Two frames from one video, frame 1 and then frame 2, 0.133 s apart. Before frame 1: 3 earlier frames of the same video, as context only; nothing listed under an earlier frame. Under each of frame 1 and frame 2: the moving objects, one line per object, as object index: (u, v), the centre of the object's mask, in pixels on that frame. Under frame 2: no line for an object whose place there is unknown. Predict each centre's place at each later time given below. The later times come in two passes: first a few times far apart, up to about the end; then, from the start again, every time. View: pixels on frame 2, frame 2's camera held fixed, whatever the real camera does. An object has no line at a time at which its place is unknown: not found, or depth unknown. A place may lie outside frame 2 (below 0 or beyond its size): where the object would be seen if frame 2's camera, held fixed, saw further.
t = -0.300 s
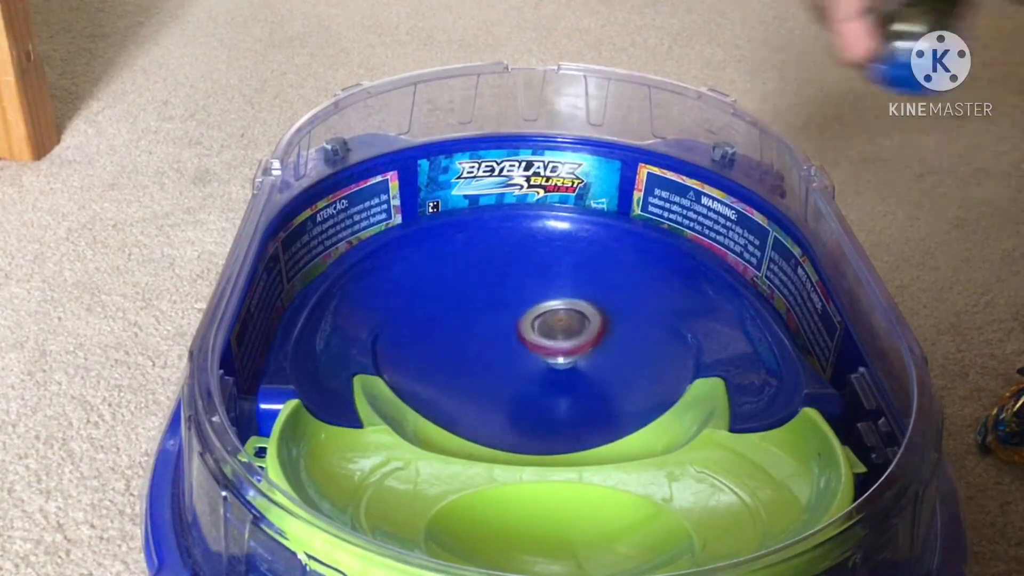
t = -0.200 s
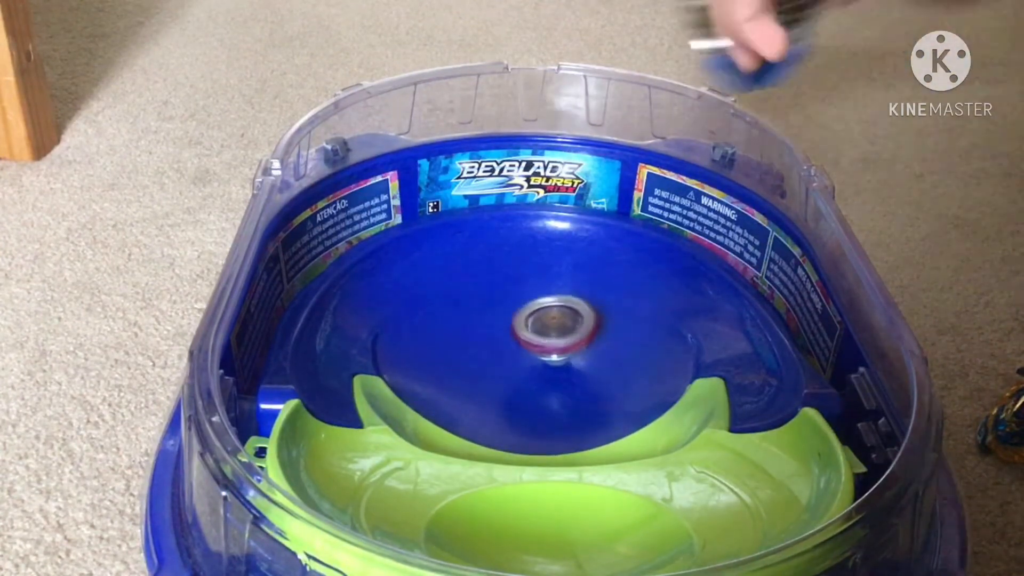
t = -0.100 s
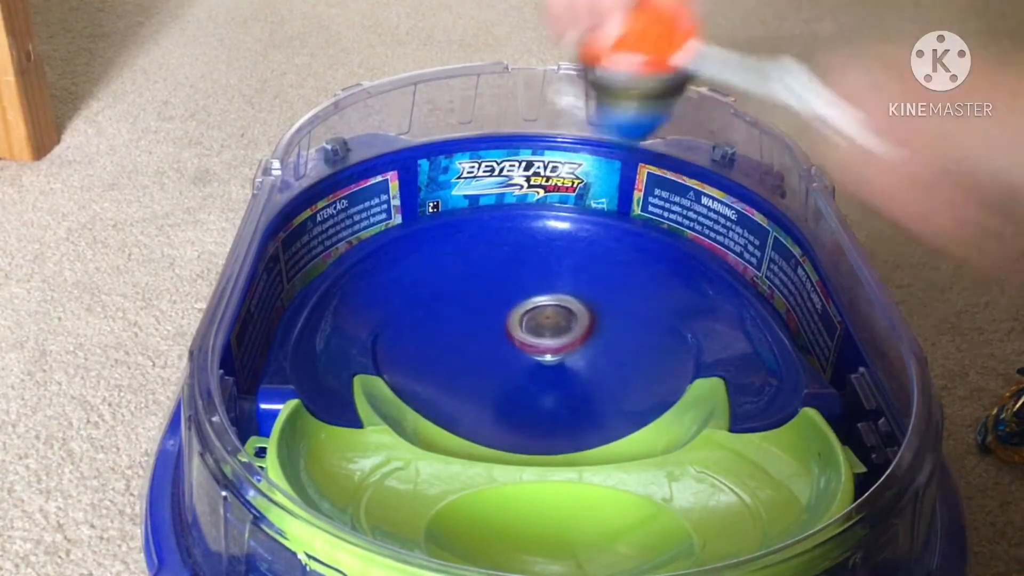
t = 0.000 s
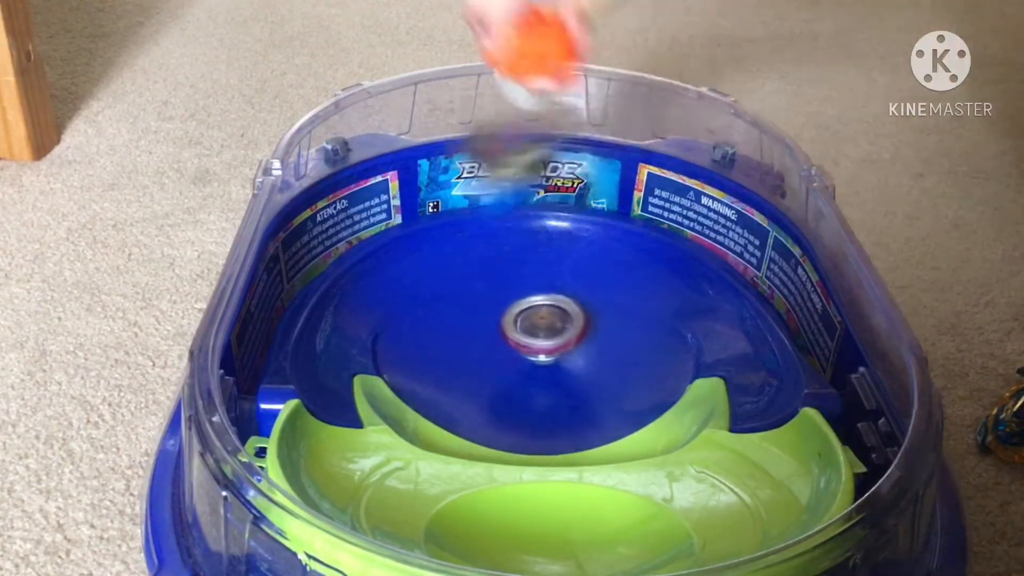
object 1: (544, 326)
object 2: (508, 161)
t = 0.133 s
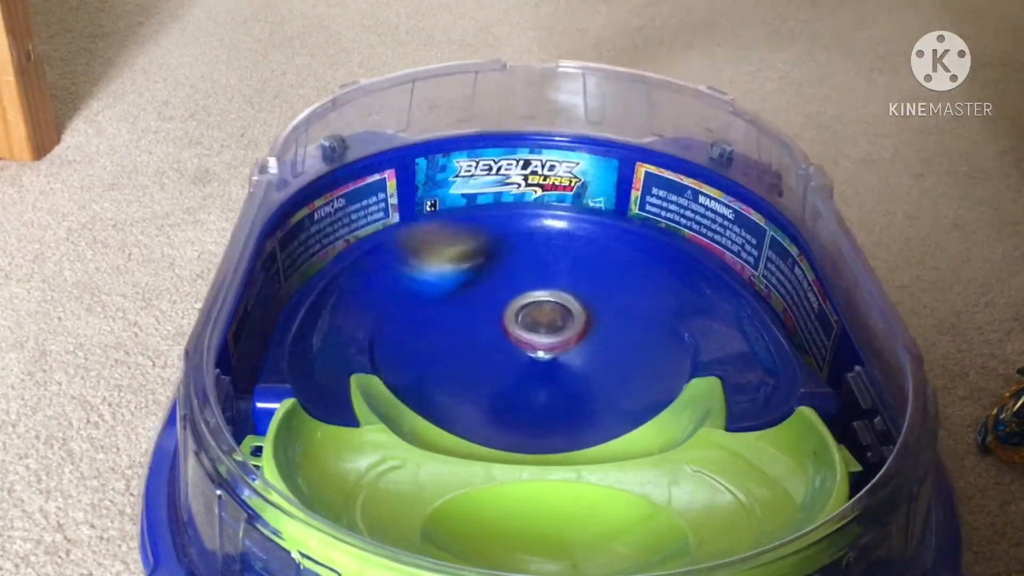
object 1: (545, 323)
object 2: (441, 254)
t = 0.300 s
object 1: (543, 318)
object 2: (608, 253)
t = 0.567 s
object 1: (515, 320)
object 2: (617, 316)
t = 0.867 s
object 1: (429, 267)
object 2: (590, 323)
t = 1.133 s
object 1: (453, 288)
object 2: (553, 291)
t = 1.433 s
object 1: (483, 328)
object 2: (613, 287)
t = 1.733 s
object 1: (480, 364)
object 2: (593, 317)
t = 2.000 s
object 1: (526, 386)
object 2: (598, 285)
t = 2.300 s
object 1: (558, 397)
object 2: (538, 324)
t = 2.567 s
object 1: (569, 380)
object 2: (515, 324)
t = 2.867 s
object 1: (570, 342)
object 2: (438, 318)
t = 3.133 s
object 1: (544, 313)
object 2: (480, 343)
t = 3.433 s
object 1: (614, 277)
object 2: (525, 381)
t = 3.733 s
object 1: (562, 287)
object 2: (534, 368)
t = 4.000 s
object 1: (511, 314)
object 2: (529, 403)
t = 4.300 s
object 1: (494, 335)
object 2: (540, 383)
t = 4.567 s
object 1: (503, 325)
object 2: (593, 339)
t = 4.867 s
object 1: (534, 328)
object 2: (620, 274)
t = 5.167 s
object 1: (548, 343)
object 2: (514, 284)
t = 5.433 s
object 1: (543, 351)
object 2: (460, 322)
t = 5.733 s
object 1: (537, 348)
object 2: (439, 343)
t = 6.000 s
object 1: (539, 331)
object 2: (449, 354)
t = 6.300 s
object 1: (537, 308)
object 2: (490, 350)
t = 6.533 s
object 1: (530, 302)
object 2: (521, 371)
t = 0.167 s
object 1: (546, 321)
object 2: (480, 245)
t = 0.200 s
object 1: (546, 319)
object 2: (516, 248)
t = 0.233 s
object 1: (546, 318)
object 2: (553, 259)
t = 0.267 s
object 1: (546, 318)
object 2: (583, 257)
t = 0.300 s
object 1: (543, 318)
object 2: (608, 253)
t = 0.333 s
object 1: (540, 318)
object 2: (628, 253)
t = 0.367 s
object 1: (537, 319)
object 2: (641, 256)
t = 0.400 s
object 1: (534, 320)
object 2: (651, 263)
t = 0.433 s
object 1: (533, 320)
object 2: (653, 270)
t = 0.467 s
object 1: (531, 321)
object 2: (651, 282)
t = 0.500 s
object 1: (530, 322)
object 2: (639, 295)
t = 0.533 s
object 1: (530, 323)
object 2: (623, 306)
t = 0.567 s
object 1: (515, 320)
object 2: (617, 316)
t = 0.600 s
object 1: (470, 310)
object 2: (649, 328)
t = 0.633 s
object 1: (435, 297)
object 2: (676, 335)
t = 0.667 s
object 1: (408, 285)
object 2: (686, 334)
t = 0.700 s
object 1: (393, 274)
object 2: (686, 336)
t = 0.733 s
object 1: (385, 267)
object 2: (678, 342)
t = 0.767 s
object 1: (387, 264)
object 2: (659, 348)
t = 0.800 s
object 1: (397, 263)
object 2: (637, 344)
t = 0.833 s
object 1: (411, 264)
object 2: (613, 336)
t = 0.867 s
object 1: (429, 267)
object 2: (590, 323)
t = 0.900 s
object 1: (447, 271)
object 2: (568, 309)
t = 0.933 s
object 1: (463, 275)
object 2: (547, 294)
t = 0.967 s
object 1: (459, 273)
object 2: (547, 286)
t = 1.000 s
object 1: (453, 272)
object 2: (553, 284)
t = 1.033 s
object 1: (450, 274)
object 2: (552, 283)
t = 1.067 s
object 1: (452, 279)
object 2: (548, 284)
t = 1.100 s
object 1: (456, 284)
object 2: (545, 286)
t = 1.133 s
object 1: (453, 288)
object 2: (553, 291)
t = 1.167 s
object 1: (453, 294)
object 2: (561, 296)
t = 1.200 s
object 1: (455, 300)
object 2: (569, 299)
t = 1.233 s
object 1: (458, 306)
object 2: (579, 301)
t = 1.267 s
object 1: (461, 310)
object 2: (591, 301)
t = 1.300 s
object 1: (465, 314)
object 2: (602, 299)
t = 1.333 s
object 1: (470, 318)
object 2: (611, 296)
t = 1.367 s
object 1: (474, 322)
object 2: (616, 292)
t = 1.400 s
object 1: (480, 325)
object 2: (616, 289)
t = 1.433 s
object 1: (483, 328)
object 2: (613, 287)
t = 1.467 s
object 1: (486, 330)
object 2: (608, 286)
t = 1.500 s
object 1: (487, 333)
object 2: (600, 287)
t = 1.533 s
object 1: (489, 336)
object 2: (593, 289)
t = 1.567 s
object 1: (491, 339)
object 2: (586, 292)
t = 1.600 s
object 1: (491, 343)
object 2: (578, 297)
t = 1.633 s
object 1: (491, 347)
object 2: (575, 303)
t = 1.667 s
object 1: (493, 350)
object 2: (572, 312)
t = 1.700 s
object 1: (491, 357)
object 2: (576, 318)
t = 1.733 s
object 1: (480, 364)
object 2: (593, 317)
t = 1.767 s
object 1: (475, 373)
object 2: (609, 314)
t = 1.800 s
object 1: (476, 379)
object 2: (622, 309)
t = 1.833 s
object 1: (480, 383)
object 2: (632, 302)
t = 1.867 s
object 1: (487, 386)
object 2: (634, 295)
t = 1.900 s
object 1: (496, 387)
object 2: (630, 289)
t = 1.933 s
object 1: (507, 387)
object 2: (622, 285)
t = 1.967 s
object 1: (517, 387)
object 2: (611, 284)
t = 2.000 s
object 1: (526, 386)
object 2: (598, 285)
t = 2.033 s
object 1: (535, 385)
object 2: (586, 287)
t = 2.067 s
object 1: (542, 384)
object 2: (576, 292)
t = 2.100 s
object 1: (547, 382)
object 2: (566, 299)
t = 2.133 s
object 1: (551, 381)
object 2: (558, 308)
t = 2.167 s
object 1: (552, 381)
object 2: (552, 316)
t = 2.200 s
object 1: (551, 385)
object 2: (549, 321)
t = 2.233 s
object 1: (552, 392)
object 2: (546, 324)
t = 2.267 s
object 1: (554, 395)
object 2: (542, 324)
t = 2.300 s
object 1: (558, 397)
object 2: (538, 324)
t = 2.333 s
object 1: (562, 397)
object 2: (535, 324)
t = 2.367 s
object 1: (564, 396)
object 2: (533, 326)
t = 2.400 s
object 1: (566, 394)
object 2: (531, 327)
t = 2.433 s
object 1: (566, 391)
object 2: (530, 328)
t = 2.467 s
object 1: (565, 387)
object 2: (527, 329)
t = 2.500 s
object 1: (565, 384)
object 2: (525, 327)
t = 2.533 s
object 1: (567, 383)
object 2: (520, 325)
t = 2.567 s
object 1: (569, 380)
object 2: (515, 324)
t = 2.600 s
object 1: (569, 376)
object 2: (508, 323)
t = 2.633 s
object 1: (568, 372)
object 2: (503, 322)
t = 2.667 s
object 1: (565, 367)
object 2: (499, 322)
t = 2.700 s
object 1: (563, 363)
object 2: (495, 323)
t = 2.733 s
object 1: (566, 360)
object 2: (483, 319)
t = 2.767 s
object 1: (571, 356)
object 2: (469, 317)
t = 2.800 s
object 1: (573, 351)
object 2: (456, 316)
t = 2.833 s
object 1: (573, 347)
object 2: (446, 317)
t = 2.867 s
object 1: (570, 342)
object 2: (438, 318)
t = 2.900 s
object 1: (568, 337)
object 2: (432, 321)
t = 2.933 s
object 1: (564, 333)
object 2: (430, 325)
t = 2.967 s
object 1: (560, 329)
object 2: (432, 329)
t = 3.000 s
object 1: (556, 326)
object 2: (437, 333)
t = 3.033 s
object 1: (552, 323)
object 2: (445, 337)
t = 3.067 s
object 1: (548, 319)
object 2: (455, 341)
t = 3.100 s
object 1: (546, 316)
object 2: (468, 343)
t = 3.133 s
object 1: (544, 313)
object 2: (480, 343)
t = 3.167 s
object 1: (551, 306)
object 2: (485, 346)
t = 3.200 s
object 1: (570, 290)
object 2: (471, 355)
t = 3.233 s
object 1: (587, 276)
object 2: (463, 361)
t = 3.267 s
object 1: (599, 266)
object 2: (463, 366)
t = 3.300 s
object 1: (605, 262)
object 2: (471, 371)
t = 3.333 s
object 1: (610, 262)
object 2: (483, 376)
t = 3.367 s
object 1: (613, 266)
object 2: (498, 379)
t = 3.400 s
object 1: (614, 271)
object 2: (512, 381)
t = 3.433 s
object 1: (614, 277)
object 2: (525, 381)
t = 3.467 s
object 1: (613, 283)
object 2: (538, 377)
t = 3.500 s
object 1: (609, 288)
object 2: (549, 371)
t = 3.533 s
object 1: (603, 294)
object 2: (559, 361)
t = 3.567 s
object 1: (597, 296)
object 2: (564, 351)
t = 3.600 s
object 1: (591, 294)
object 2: (561, 346)
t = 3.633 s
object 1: (585, 289)
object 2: (553, 351)
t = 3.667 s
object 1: (578, 285)
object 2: (546, 356)
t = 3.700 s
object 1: (570, 285)
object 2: (539, 362)
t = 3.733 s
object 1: (562, 287)
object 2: (534, 368)
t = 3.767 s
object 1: (554, 290)
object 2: (531, 374)
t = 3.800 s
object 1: (546, 293)
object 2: (529, 380)
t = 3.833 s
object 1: (539, 296)
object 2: (529, 386)
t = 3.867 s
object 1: (532, 300)
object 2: (530, 391)
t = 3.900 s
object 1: (526, 303)
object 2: (531, 395)
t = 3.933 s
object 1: (521, 307)
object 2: (530, 399)
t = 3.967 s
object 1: (516, 310)
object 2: (529, 401)
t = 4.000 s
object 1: (511, 314)
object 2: (529, 403)
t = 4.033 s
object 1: (508, 317)
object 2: (530, 403)
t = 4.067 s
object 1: (505, 321)
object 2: (529, 403)
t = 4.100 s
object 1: (502, 324)
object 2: (529, 403)
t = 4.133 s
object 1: (501, 327)
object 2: (529, 402)
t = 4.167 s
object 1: (499, 329)
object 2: (529, 401)
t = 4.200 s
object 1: (498, 331)
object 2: (530, 398)
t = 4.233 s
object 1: (497, 332)
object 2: (532, 394)
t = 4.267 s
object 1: (495, 333)
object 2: (536, 389)
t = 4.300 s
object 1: (494, 335)
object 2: (540, 383)
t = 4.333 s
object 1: (492, 335)
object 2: (542, 376)
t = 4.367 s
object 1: (488, 331)
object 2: (551, 373)
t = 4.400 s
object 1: (487, 327)
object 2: (562, 369)
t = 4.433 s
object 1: (487, 324)
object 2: (570, 365)
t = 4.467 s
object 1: (489, 324)
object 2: (578, 359)
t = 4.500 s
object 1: (494, 325)
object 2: (583, 353)
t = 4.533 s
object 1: (500, 326)
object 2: (584, 346)
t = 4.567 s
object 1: (503, 325)
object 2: (593, 339)
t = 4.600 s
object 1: (505, 325)
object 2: (599, 333)
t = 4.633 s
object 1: (511, 325)
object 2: (603, 326)
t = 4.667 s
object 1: (515, 325)
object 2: (607, 319)
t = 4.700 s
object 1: (520, 326)
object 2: (609, 313)
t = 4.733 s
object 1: (526, 326)
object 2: (610, 306)
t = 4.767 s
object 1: (526, 326)
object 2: (617, 298)
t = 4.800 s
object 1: (528, 327)
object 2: (622, 290)
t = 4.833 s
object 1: (531, 327)
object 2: (623, 282)
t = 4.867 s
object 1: (534, 328)
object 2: (620, 274)
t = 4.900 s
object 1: (538, 329)
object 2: (612, 269)
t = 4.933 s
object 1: (541, 330)
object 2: (600, 266)
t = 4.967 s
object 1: (544, 332)
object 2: (586, 265)
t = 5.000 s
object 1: (546, 333)
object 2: (572, 267)
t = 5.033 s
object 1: (548, 334)
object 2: (558, 272)
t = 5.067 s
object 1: (547, 339)
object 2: (548, 275)
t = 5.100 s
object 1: (546, 342)
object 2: (537, 277)
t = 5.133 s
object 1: (548, 343)
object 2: (524, 280)
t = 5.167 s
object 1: (548, 343)
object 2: (514, 284)
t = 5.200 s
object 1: (548, 345)
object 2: (505, 290)
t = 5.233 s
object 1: (548, 347)
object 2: (495, 294)
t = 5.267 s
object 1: (548, 348)
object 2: (487, 299)
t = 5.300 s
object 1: (548, 349)
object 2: (479, 304)
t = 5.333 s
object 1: (548, 350)
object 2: (470, 308)
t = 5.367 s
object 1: (547, 351)
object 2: (465, 312)
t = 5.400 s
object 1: (545, 351)
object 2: (462, 317)
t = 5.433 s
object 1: (543, 351)
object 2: (460, 322)
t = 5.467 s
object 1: (545, 353)
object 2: (454, 324)
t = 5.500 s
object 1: (545, 354)
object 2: (447, 325)
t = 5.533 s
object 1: (545, 354)
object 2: (441, 326)
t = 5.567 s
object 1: (543, 354)
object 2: (436, 328)
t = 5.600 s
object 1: (540, 354)
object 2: (433, 331)
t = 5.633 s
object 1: (538, 353)
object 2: (434, 335)
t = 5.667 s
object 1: (535, 352)
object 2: (438, 338)
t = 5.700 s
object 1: (533, 351)
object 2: (444, 341)
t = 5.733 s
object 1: (537, 348)
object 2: (439, 343)
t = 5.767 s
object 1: (544, 346)
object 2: (431, 343)
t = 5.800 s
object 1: (546, 344)
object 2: (424, 344)
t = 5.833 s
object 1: (545, 342)
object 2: (419, 346)
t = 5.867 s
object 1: (543, 340)
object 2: (418, 348)
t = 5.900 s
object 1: (541, 338)
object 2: (420, 351)
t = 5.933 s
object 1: (540, 336)
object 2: (427, 353)
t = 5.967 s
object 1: (539, 334)
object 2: (437, 354)
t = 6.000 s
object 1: (539, 331)
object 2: (449, 354)
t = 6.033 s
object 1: (538, 328)
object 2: (461, 352)
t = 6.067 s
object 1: (541, 325)
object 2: (473, 348)
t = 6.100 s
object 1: (543, 320)
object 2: (477, 348)
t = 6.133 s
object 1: (544, 315)
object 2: (477, 349)
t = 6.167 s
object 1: (541, 313)
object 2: (478, 350)
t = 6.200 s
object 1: (539, 312)
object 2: (478, 350)
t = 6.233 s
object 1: (538, 311)
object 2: (481, 351)
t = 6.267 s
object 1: (537, 310)
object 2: (486, 351)
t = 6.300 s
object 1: (537, 308)
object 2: (490, 350)
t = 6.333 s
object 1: (536, 306)
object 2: (493, 351)
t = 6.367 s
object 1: (534, 303)
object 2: (494, 356)
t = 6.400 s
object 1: (531, 301)
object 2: (497, 360)
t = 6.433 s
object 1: (530, 301)
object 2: (502, 364)
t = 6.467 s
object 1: (530, 302)
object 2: (507, 367)
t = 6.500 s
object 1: (530, 302)
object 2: (514, 370)
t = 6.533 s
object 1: (530, 302)
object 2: (521, 371)
